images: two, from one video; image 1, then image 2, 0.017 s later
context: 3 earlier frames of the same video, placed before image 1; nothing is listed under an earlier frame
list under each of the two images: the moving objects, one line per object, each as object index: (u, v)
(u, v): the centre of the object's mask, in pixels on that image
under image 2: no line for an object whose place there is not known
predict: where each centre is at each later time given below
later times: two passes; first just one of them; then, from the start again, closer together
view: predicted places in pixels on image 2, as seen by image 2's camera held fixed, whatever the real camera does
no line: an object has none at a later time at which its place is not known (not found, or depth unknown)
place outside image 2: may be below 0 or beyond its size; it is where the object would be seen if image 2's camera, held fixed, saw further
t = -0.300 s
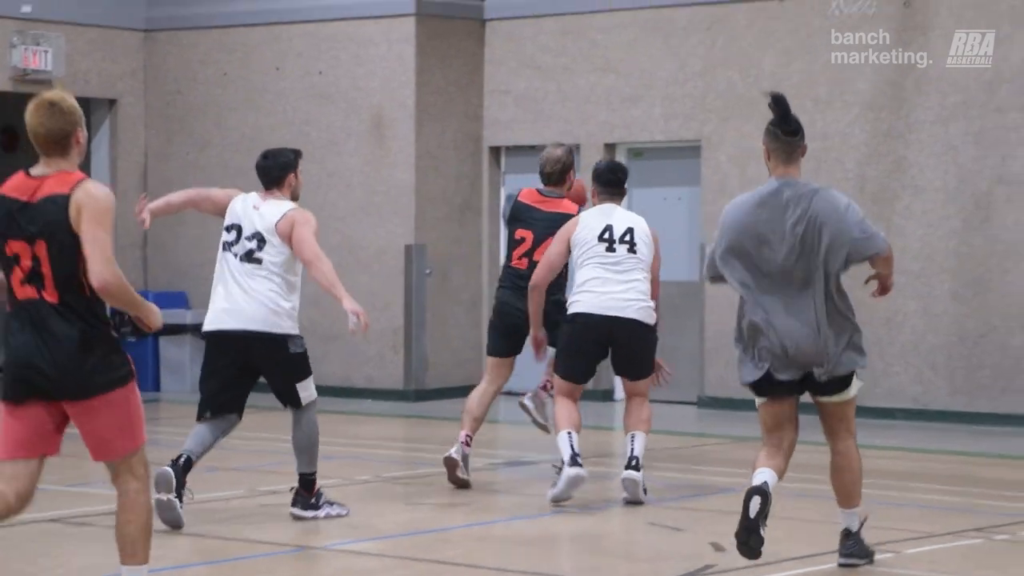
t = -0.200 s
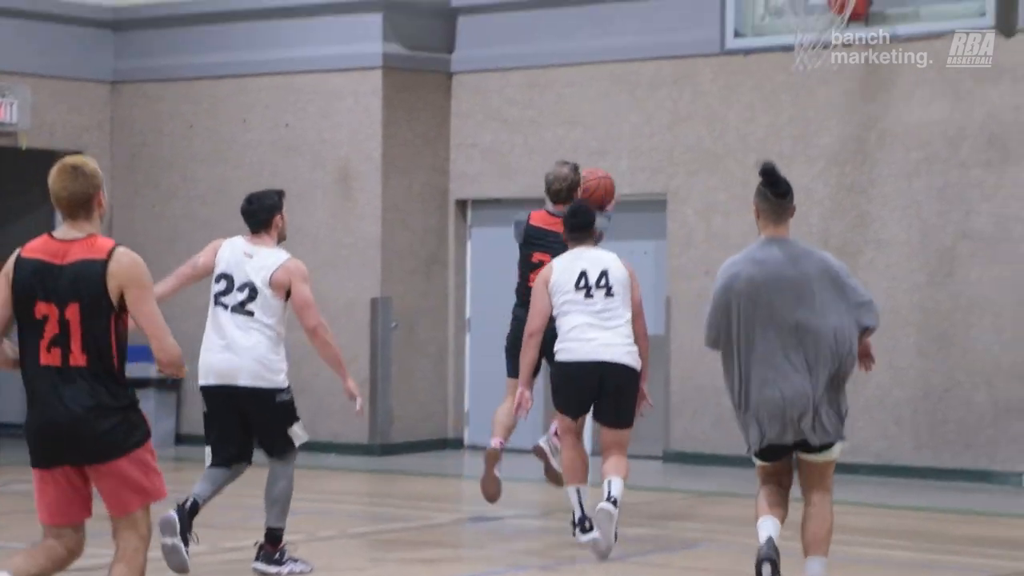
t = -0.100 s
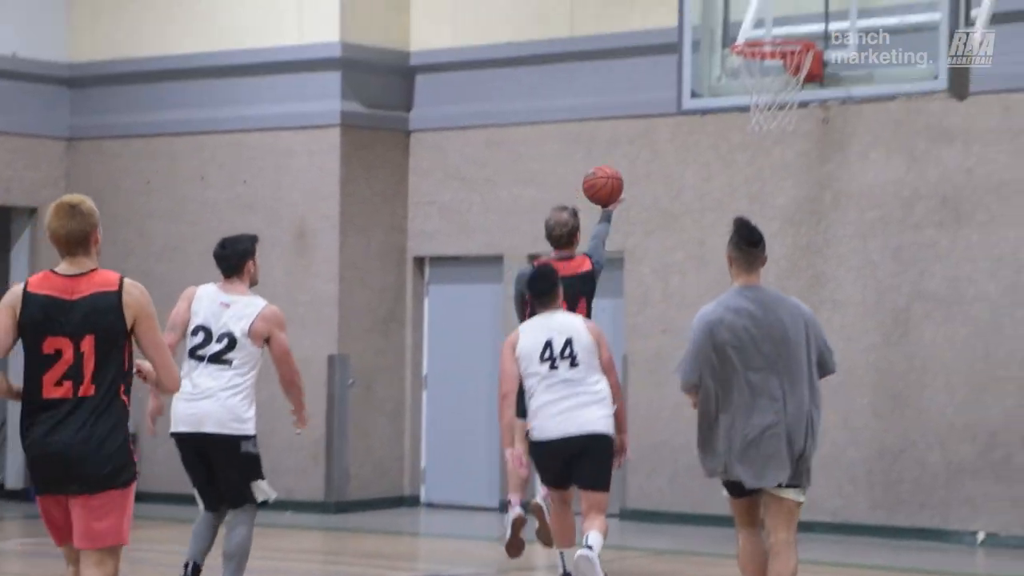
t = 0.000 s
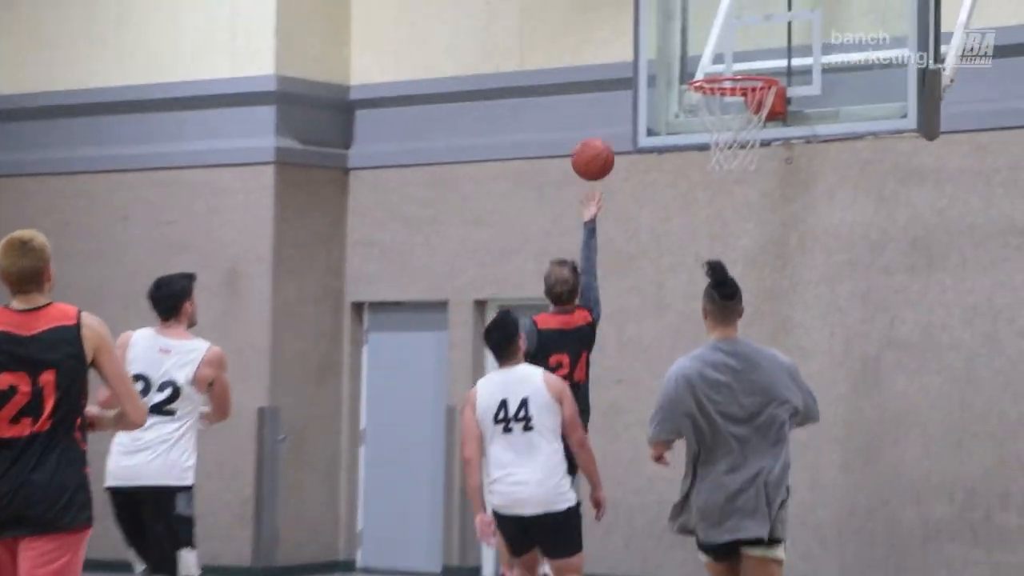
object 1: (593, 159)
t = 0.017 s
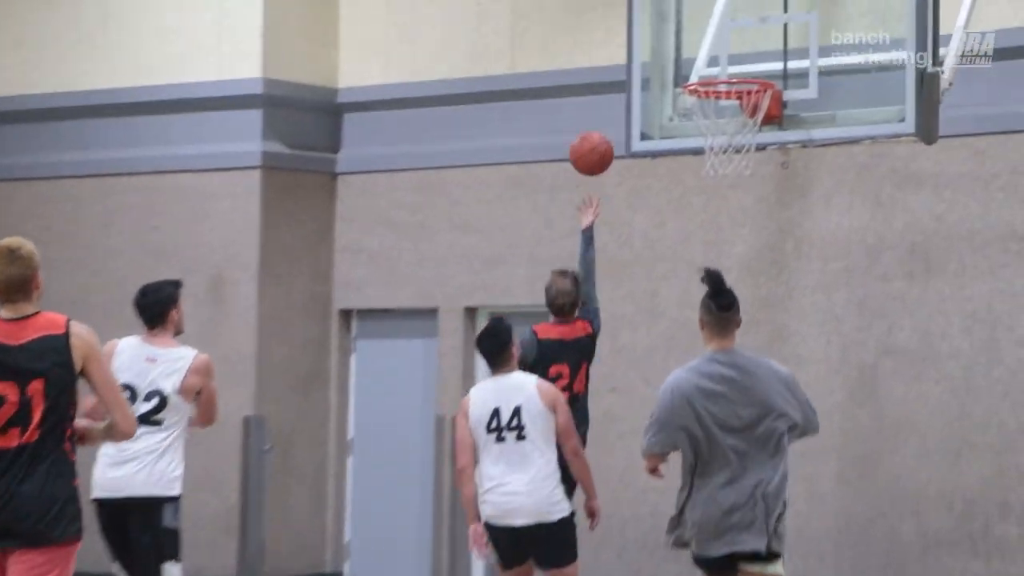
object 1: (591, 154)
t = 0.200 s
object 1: (656, 75)
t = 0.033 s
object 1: (597, 145)
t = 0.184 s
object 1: (650, 80)
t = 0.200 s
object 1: (656, 75)
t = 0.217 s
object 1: (662, 71)
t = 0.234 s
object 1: (668, 68)
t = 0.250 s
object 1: (674, 64)
